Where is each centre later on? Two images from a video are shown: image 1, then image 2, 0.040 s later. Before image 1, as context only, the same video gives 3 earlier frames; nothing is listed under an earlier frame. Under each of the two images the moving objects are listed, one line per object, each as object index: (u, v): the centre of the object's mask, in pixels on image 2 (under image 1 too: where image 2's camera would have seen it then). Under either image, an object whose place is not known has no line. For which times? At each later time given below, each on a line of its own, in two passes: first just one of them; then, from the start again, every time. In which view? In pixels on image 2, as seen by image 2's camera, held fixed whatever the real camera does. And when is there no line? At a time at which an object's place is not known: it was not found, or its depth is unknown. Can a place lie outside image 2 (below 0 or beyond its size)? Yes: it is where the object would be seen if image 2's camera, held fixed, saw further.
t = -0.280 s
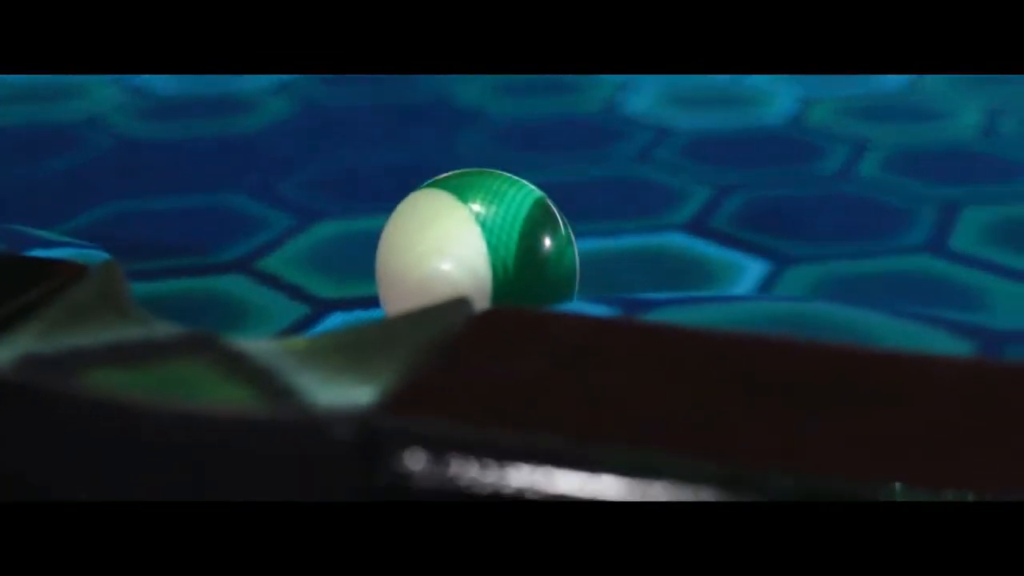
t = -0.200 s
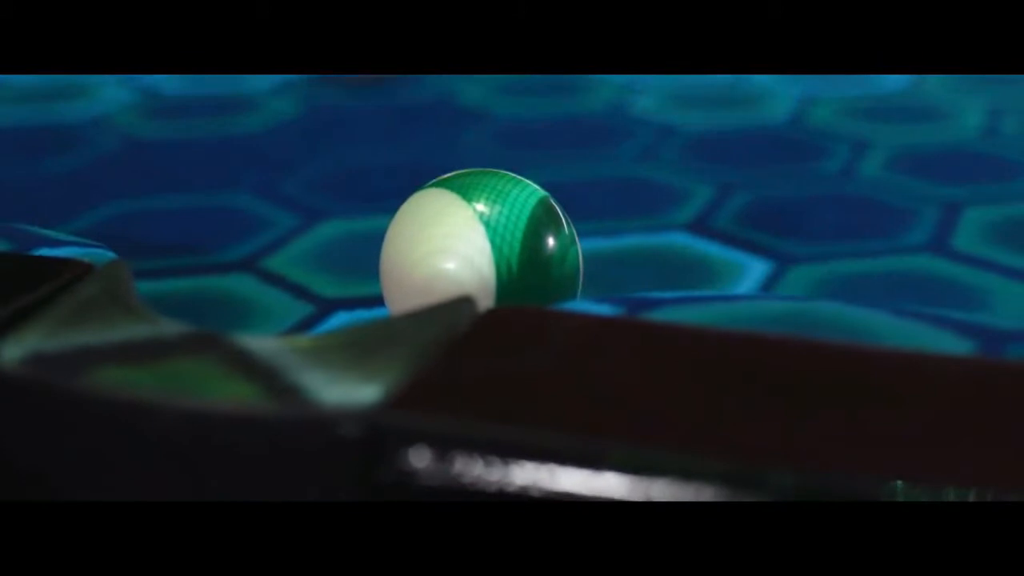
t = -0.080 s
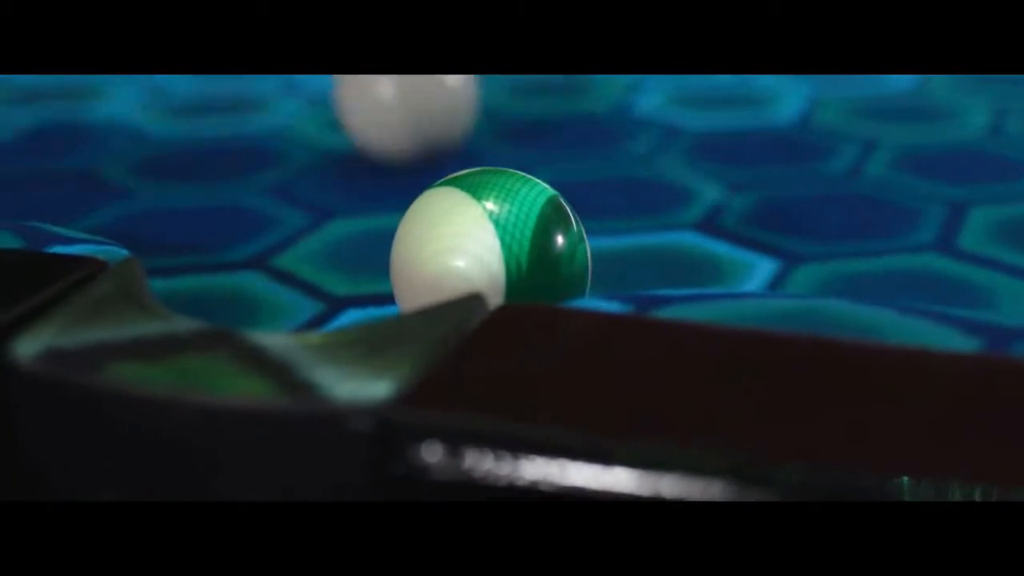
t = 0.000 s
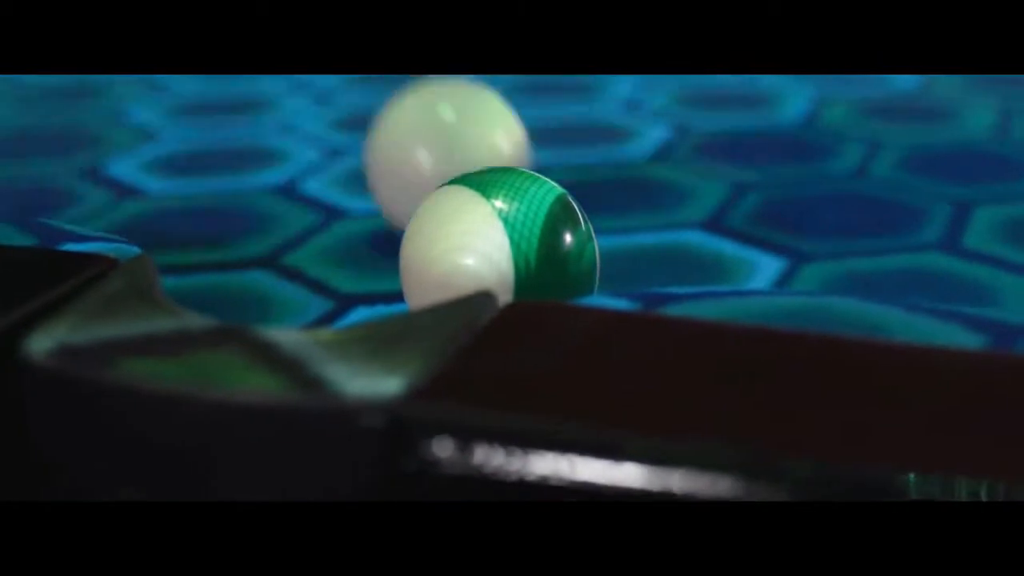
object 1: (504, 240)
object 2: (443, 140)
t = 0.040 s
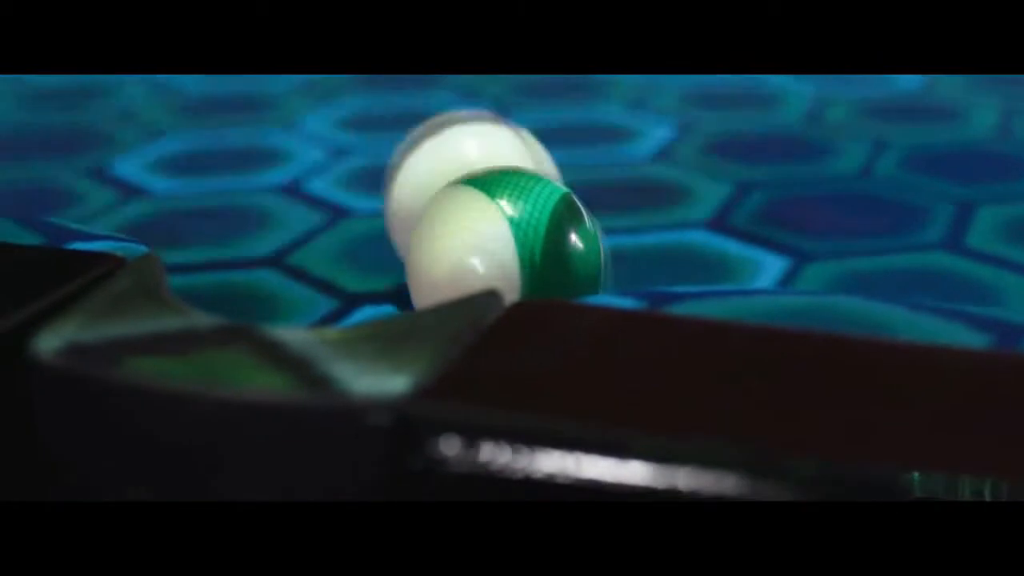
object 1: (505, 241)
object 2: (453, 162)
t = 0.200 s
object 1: (256, 246)
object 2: (515, 217)
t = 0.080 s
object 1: (499, 257)
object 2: (466, 179)
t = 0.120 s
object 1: (407, 253)
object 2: (503, 189)
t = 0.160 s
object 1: (317, 247)
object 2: (496, 214)
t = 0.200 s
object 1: (256, 246)
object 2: (515, 217)
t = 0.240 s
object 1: (290, 240)
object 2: (534, 221)
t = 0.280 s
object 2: (554, 224)
